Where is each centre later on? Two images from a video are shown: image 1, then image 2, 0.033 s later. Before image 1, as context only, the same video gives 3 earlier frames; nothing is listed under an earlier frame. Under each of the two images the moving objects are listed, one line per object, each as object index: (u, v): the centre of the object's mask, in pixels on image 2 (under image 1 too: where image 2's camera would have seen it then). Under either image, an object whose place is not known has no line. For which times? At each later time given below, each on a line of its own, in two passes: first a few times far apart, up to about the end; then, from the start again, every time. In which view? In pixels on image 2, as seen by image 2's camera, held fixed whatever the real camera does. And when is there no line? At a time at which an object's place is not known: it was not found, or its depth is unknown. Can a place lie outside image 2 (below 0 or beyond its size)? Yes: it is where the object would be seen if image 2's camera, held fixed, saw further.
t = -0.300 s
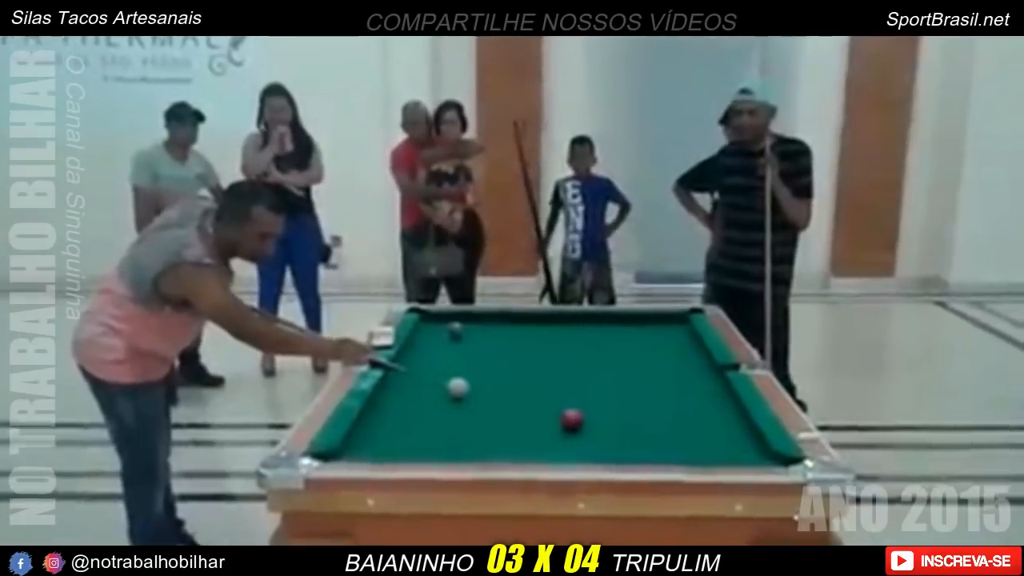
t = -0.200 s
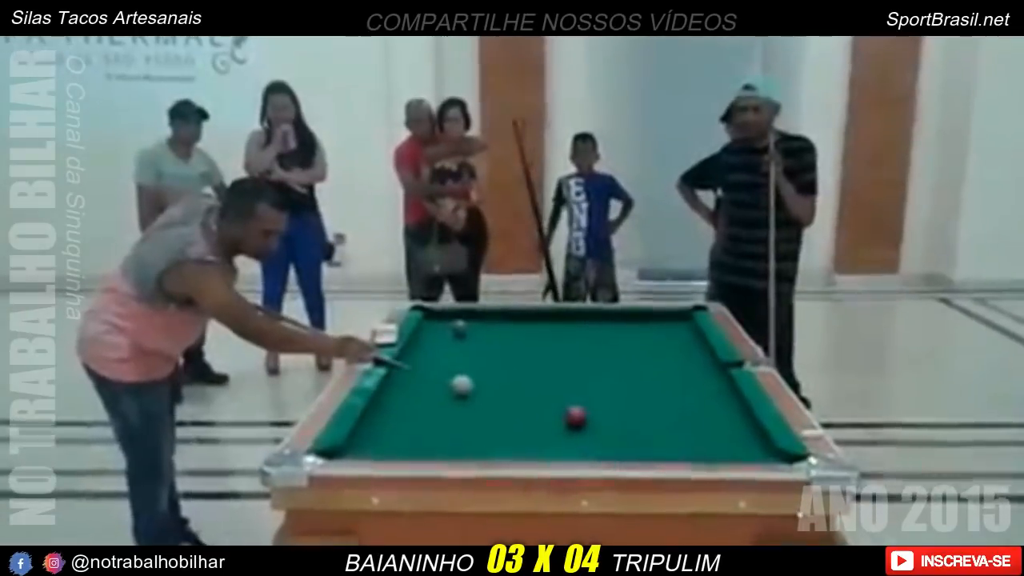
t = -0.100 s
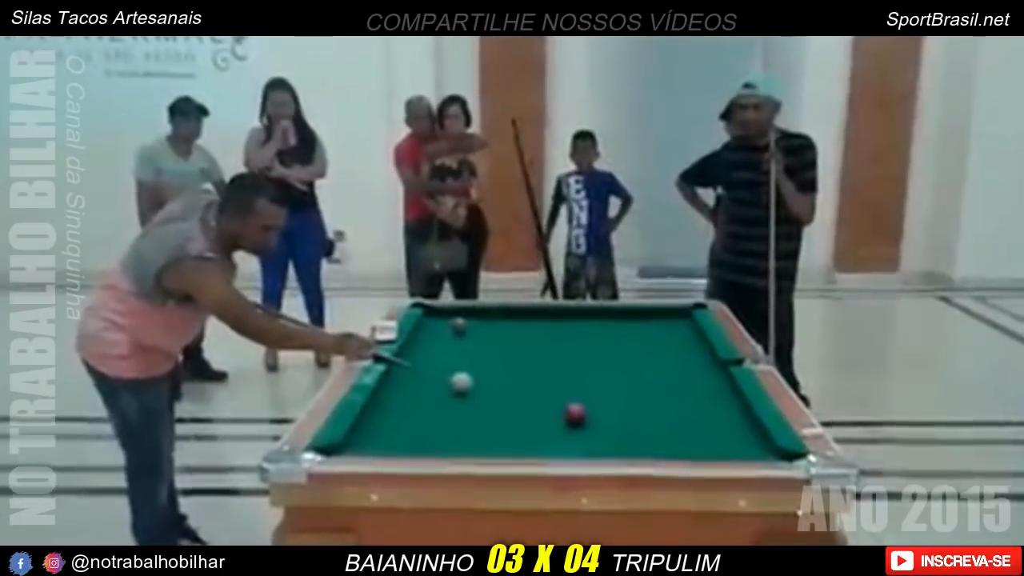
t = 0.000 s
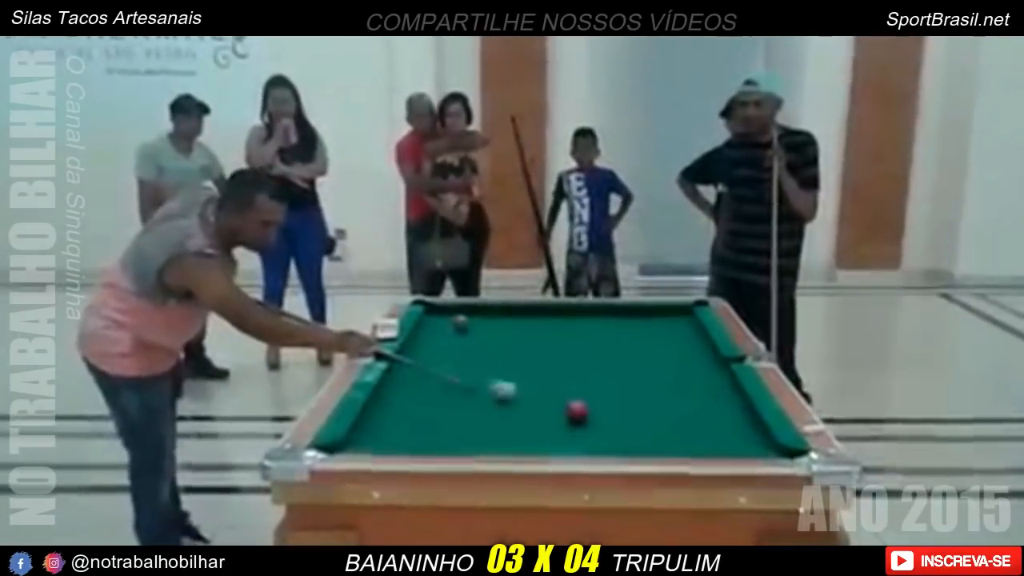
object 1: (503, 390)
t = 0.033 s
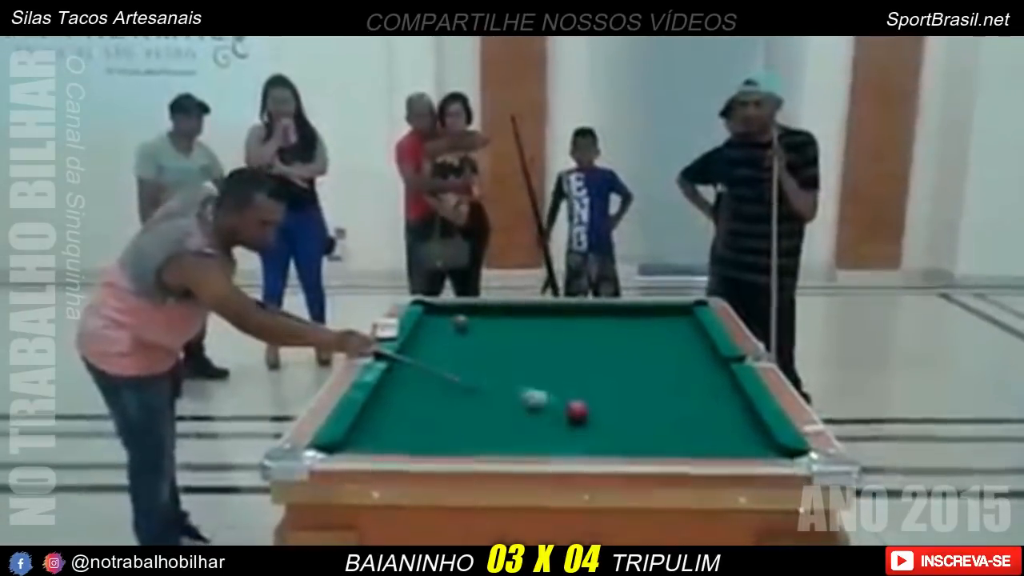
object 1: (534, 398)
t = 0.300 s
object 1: (583, 423)
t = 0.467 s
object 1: (596, 436)
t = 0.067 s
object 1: (559, 405)
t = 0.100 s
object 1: (564, 409)
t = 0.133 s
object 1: (568, 412)
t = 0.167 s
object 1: (571, 414)
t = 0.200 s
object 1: (574, 416)
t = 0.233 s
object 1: (577, 419)
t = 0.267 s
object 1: (581, 421)
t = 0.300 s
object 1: (583, 423)
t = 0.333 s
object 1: (583, 426)
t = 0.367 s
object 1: (587, 428)
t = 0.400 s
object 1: (591, 431)
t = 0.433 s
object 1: (593, 434)
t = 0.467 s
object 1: (596, 436)
